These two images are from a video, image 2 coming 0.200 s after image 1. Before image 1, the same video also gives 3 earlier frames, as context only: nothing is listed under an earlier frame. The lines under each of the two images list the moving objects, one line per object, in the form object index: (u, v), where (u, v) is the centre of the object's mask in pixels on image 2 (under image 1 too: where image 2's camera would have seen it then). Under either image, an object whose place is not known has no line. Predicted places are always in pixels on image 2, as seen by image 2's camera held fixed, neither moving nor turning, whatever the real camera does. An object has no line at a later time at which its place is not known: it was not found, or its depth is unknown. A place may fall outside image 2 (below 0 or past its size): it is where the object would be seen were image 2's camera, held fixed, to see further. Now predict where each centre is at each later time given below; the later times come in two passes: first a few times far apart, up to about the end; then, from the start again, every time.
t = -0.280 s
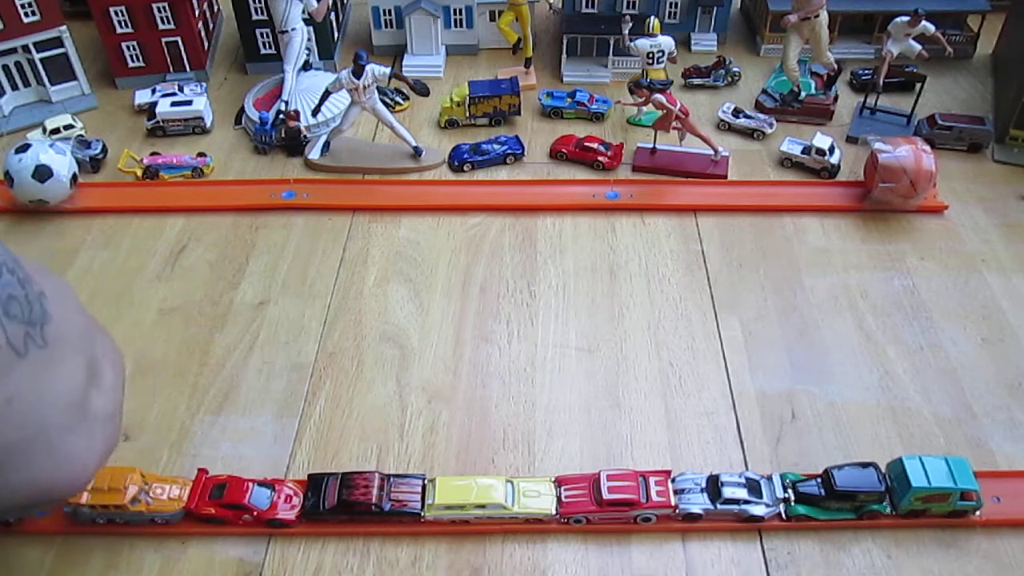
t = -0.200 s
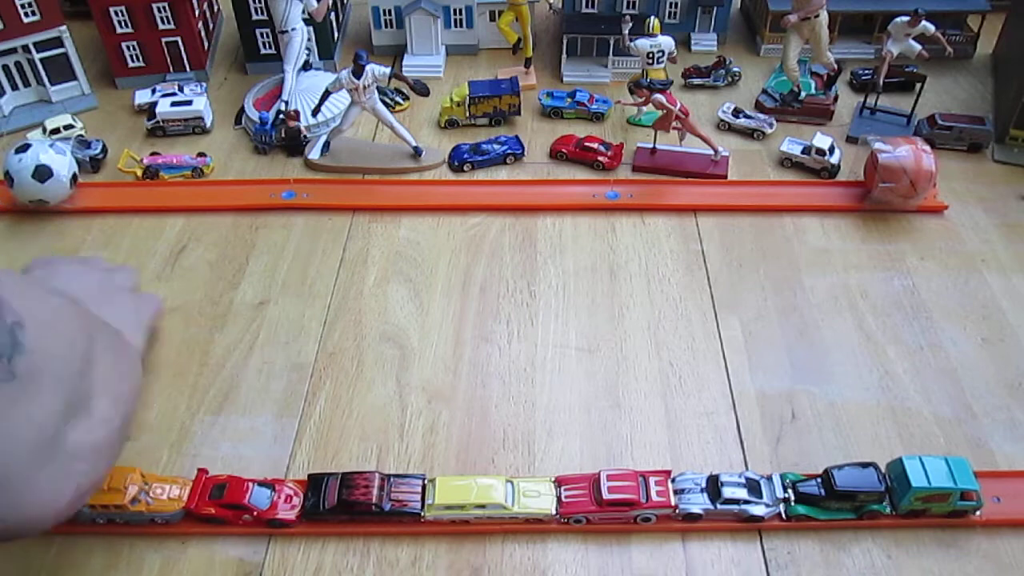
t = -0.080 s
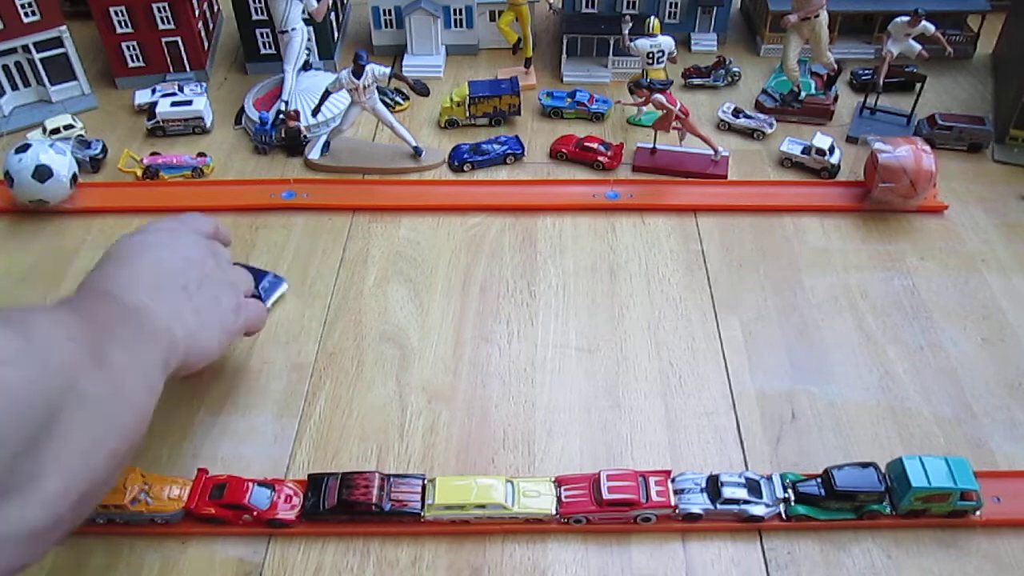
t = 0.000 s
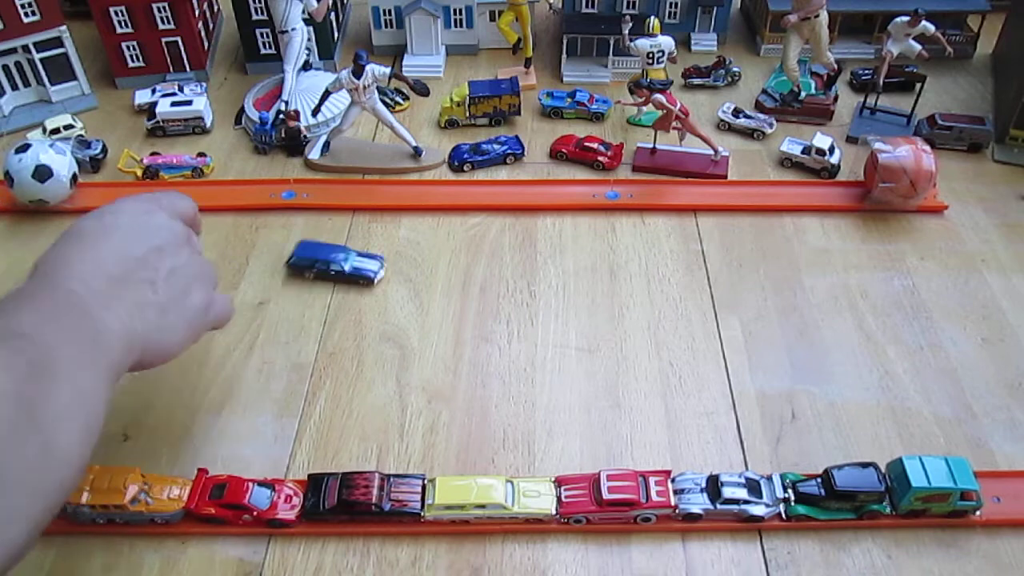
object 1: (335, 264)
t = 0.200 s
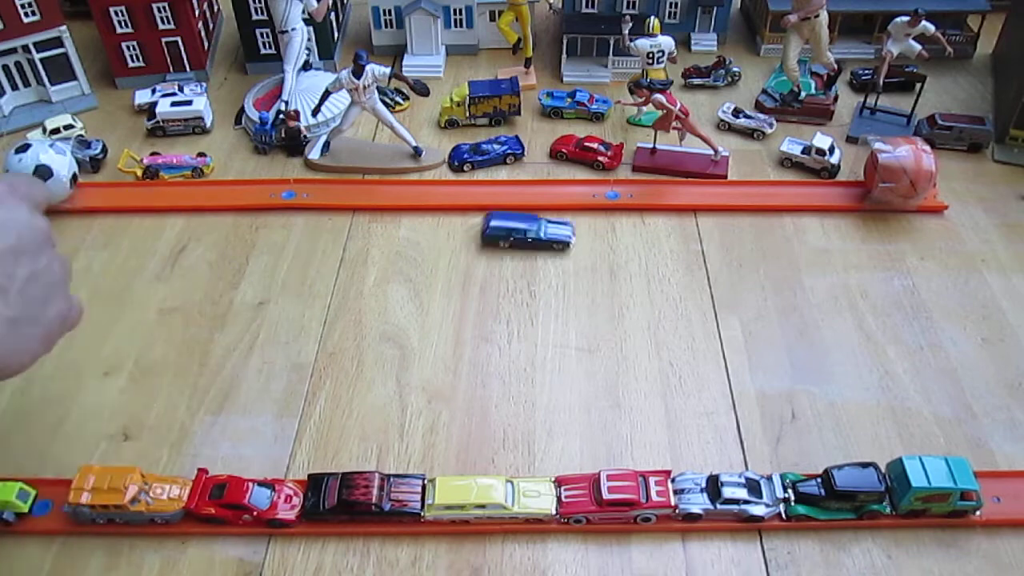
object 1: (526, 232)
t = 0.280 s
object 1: (583, 240)
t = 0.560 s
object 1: (698, 274)
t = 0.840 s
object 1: (763, 291)
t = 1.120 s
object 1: (795, 301)
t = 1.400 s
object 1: (795, 301)
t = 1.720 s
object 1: (795, 300)
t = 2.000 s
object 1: (795, 300)
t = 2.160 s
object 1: (795, 300)
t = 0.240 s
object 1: (557, 233)
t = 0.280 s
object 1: (583, 240)
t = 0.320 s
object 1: (604, 248)
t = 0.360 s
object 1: (623, 254)
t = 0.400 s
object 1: (640, 260)
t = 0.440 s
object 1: (656, 264)
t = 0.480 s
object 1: (671, 268)
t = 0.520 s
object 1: (685, 271)
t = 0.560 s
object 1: (698, 274)
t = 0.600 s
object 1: (710, 276)
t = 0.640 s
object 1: (721, 280)
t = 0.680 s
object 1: (731, 282)
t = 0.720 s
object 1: (741, 285)
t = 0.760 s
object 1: (749, 287)
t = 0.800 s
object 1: (756, 289)
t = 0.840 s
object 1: (763, 291)
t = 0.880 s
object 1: (770, 293)
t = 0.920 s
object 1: (776, 295)
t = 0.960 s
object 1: (781, 296)
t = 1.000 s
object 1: (785, 298)
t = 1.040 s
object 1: (789, 299)
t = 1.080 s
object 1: (793, 300)
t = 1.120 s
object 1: (795, 301)
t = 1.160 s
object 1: (796, 301)
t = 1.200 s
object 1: (797, 301)
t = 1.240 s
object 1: (797, 301)
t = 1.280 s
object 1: (797, 301)
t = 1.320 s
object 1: (796, 301)
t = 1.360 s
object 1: (796, 301)
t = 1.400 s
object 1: (795, 301)
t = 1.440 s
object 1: (795, 301)
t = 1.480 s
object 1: (795, 300)
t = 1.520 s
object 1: (795, 300)
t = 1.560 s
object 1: (795, 300)
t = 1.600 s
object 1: (795, 300)
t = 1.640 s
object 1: (795, 300)
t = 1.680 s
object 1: (795, 300)
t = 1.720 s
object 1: (795, 300)
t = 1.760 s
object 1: (795, 300)
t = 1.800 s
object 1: (795, 300)
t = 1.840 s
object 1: (795, 300)
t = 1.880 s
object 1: (795, 300)
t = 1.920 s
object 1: (795, 300)
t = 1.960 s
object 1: (795, 300)
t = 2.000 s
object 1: (795, 300)
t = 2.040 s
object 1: (795, 300)
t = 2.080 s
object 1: (795, 300)
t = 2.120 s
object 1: (795, 300)
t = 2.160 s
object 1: (795, 300)
